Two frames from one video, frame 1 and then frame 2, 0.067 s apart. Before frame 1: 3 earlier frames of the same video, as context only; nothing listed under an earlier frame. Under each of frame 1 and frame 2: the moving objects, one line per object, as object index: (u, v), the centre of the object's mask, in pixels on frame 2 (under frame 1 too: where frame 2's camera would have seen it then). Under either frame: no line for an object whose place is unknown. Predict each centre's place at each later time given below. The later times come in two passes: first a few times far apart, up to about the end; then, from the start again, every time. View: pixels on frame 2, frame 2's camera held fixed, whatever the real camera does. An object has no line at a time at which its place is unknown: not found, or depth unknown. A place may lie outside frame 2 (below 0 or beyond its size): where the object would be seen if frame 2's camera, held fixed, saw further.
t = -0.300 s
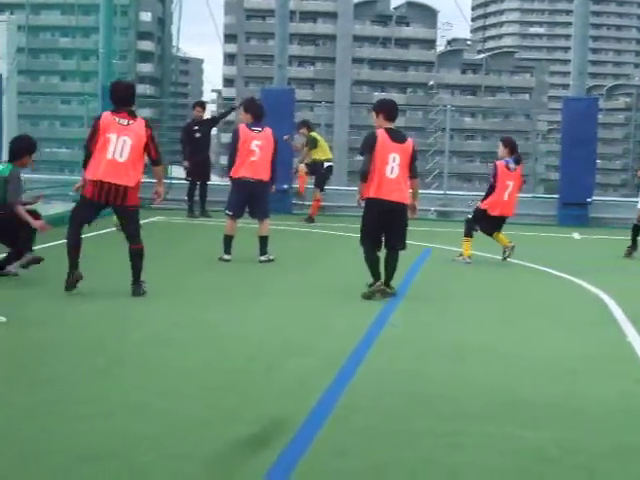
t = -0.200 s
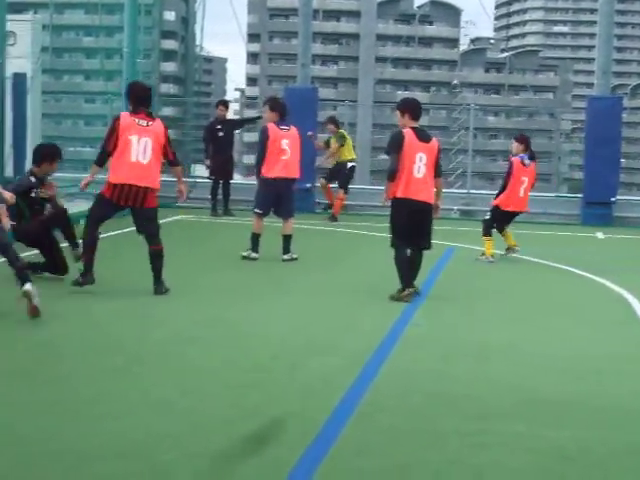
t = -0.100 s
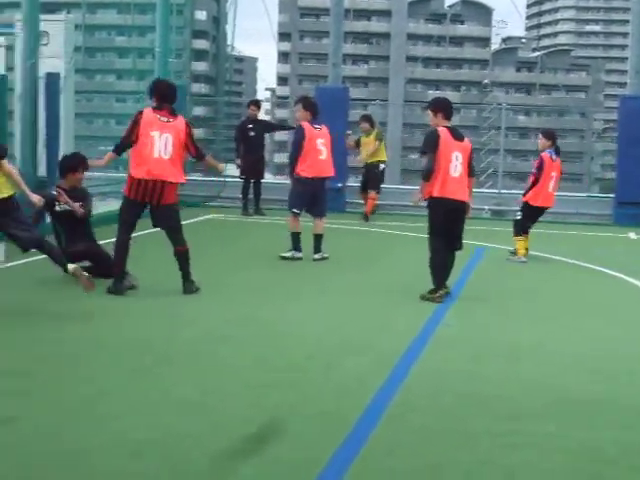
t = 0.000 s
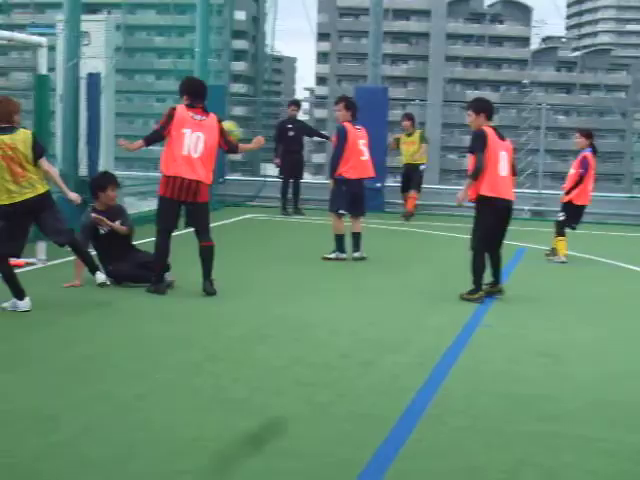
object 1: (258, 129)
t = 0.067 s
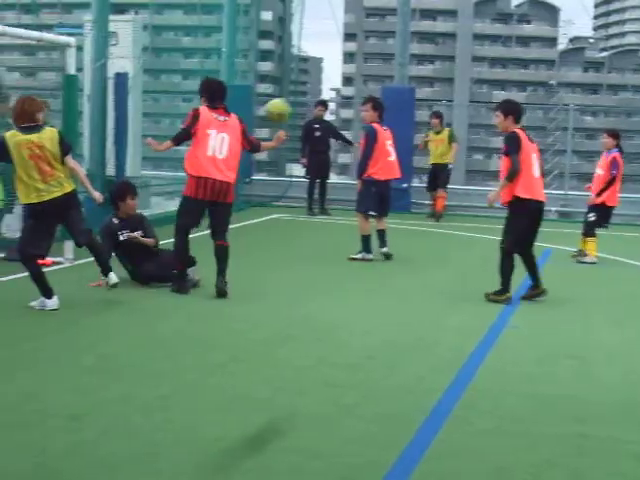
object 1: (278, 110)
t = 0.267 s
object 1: (346, 76)
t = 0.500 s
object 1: (417, 92)
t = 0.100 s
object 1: (289, 101)
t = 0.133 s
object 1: (300, 93)
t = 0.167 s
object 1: (312, 86)
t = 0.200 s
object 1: (324, 81)
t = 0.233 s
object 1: (336, 78)
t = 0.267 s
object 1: (346, 76)
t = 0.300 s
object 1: (358, 73)
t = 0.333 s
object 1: (369, 74)
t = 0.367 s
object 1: (379, 75)
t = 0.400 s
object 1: (390, 77)
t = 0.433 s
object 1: (398, 81)
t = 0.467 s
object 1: (407, 86)
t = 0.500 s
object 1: (417, 92)
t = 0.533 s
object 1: (427, 99)
